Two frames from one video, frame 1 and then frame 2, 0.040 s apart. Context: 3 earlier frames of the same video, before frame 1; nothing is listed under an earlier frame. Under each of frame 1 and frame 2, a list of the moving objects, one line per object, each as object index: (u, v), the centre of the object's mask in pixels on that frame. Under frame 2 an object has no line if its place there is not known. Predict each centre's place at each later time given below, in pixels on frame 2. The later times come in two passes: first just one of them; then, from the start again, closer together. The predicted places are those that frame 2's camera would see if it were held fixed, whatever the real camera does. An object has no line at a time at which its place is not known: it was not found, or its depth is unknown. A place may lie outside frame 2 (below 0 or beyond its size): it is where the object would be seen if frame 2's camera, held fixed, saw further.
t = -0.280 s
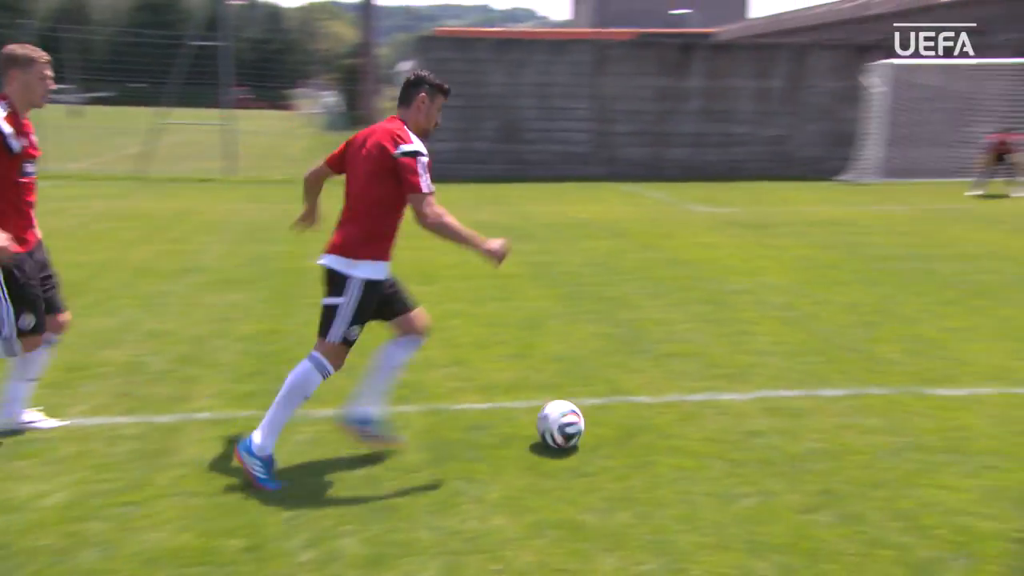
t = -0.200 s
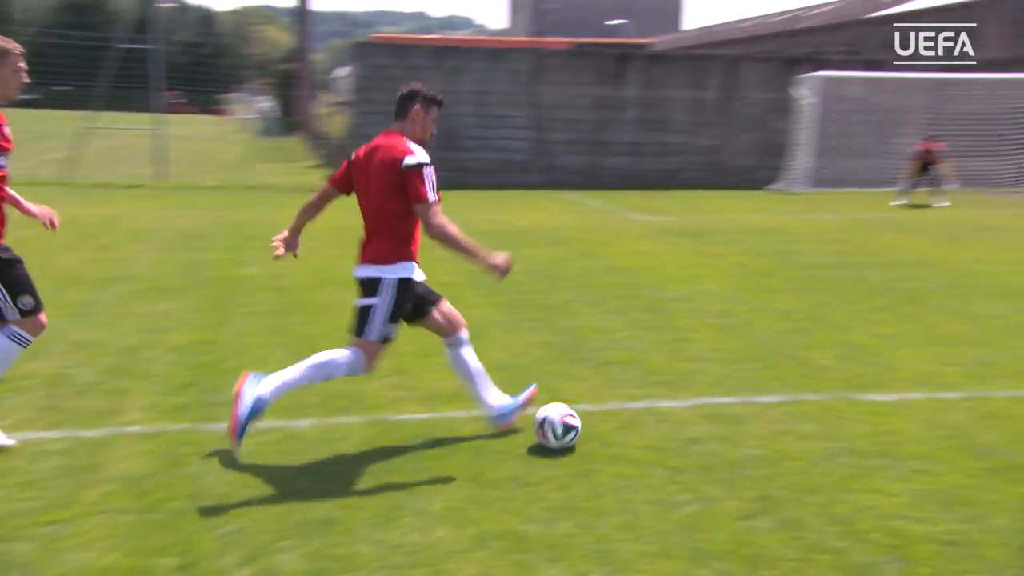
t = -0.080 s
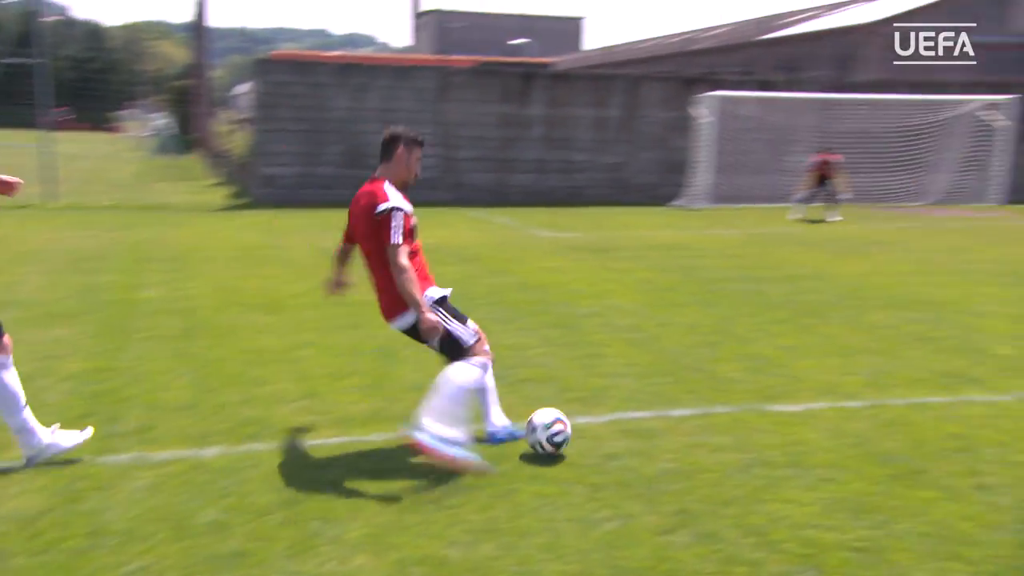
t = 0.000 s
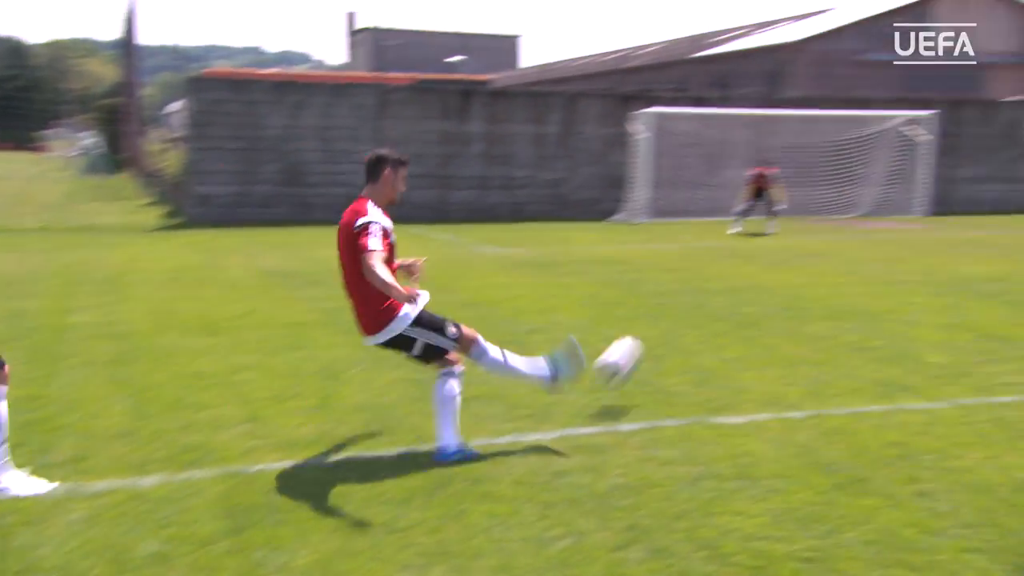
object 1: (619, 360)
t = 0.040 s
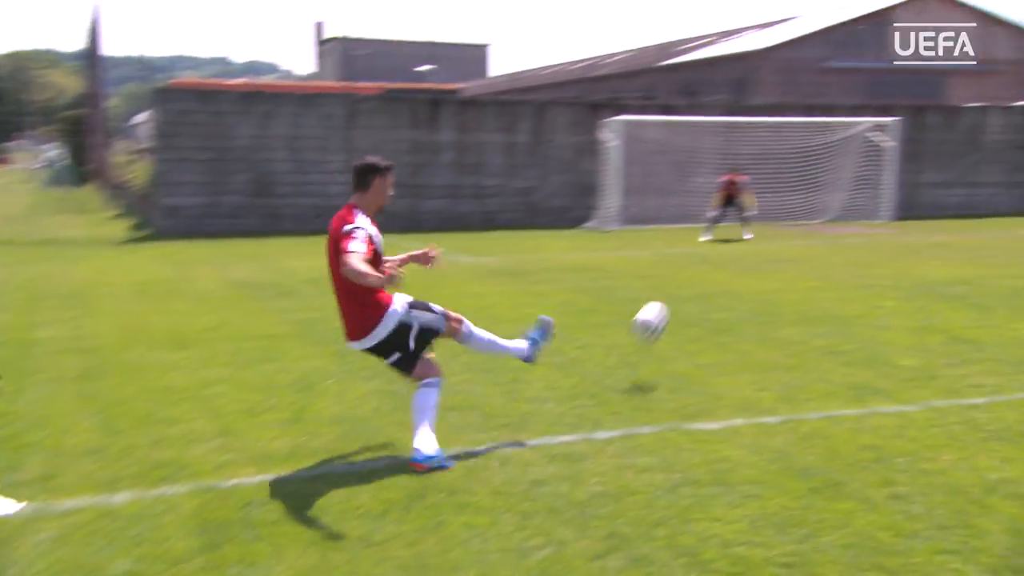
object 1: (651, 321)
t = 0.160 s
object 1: (749, 248)
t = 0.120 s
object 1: (724, 265)
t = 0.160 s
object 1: (749, 248)
